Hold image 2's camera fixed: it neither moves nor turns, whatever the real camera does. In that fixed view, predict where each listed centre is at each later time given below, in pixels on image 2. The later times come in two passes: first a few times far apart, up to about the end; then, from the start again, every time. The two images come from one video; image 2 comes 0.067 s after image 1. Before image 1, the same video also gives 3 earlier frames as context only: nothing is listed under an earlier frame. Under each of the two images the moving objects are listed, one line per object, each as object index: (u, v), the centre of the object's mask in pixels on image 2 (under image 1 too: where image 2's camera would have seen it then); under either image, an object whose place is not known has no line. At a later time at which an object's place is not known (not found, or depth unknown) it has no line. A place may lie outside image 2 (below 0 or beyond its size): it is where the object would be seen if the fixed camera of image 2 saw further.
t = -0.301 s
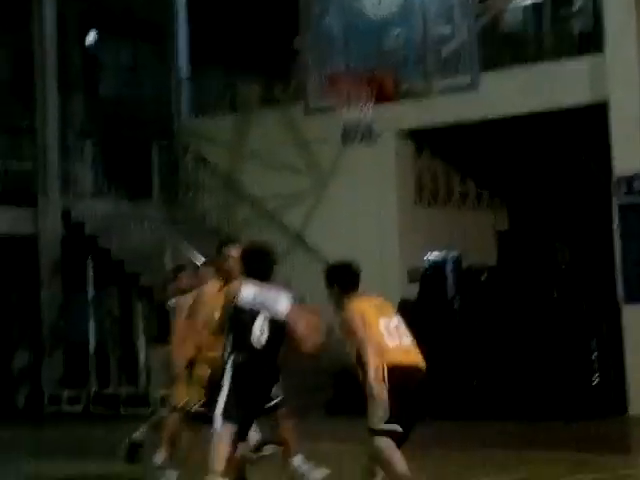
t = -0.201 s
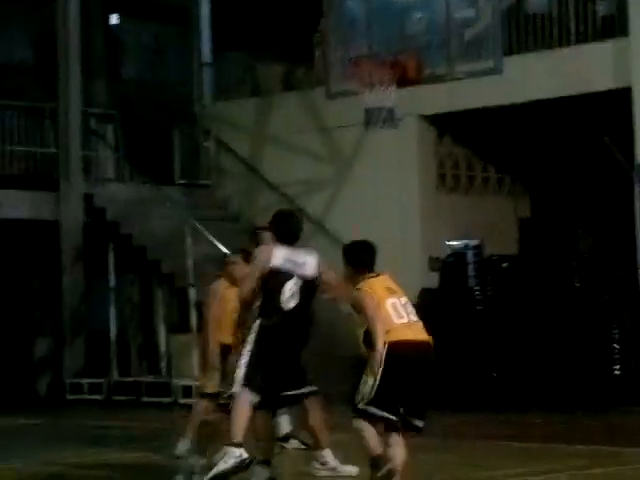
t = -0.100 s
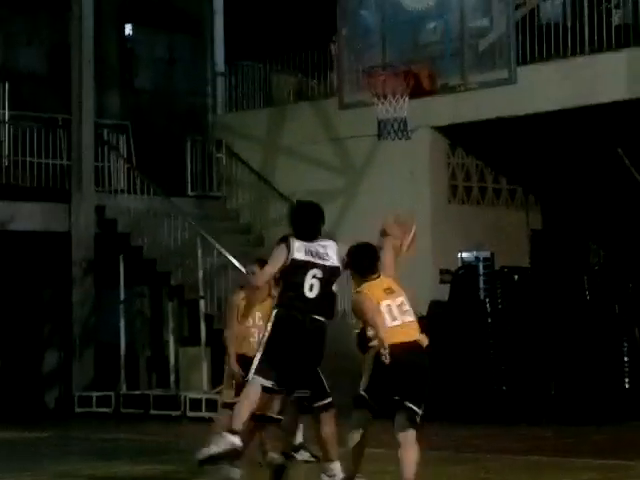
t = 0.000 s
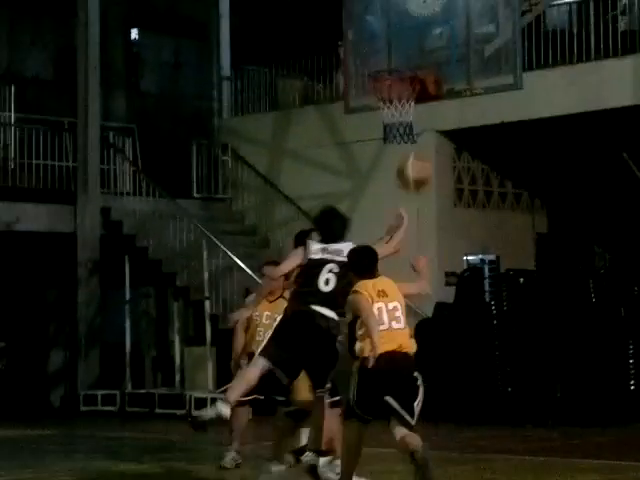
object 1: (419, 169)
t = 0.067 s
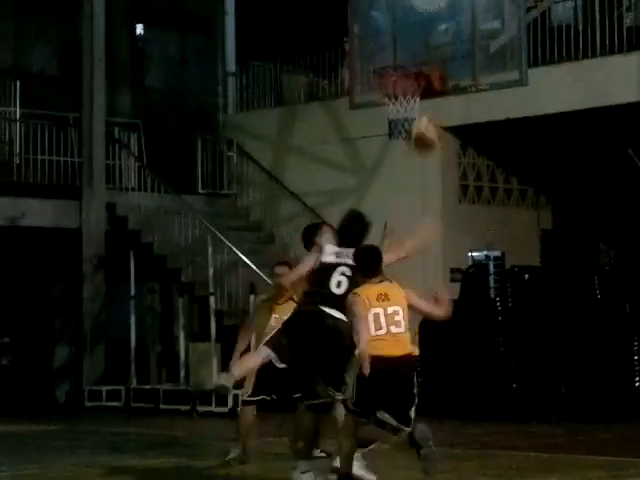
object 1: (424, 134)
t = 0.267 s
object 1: (440, 68)
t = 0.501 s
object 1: (455, 64)
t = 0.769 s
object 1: (419, 98)
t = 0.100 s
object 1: (427, 119)
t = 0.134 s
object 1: (430, 98)
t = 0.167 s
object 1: (431, 88)
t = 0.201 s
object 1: (436, 82)
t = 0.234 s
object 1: (439, 75)
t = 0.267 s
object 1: (440, 68)
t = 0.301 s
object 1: (440, 62)
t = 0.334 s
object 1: (443, 58)
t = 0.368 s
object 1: (444, 56)
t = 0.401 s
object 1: (446, 56)
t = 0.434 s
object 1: (447, 57)
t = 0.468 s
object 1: (450, 59)
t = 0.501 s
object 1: (455, 64)
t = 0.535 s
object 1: (456, 70)
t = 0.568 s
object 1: (457, 77)
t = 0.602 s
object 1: (460, 80)
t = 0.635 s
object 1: (449, 81)
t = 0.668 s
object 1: (444, 83)
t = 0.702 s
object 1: (435, 87)
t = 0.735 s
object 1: (427, 93)
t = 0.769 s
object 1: (419, 98)
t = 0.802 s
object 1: (412, 106)
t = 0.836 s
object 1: (402, 120)
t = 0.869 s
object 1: (396, 127)
